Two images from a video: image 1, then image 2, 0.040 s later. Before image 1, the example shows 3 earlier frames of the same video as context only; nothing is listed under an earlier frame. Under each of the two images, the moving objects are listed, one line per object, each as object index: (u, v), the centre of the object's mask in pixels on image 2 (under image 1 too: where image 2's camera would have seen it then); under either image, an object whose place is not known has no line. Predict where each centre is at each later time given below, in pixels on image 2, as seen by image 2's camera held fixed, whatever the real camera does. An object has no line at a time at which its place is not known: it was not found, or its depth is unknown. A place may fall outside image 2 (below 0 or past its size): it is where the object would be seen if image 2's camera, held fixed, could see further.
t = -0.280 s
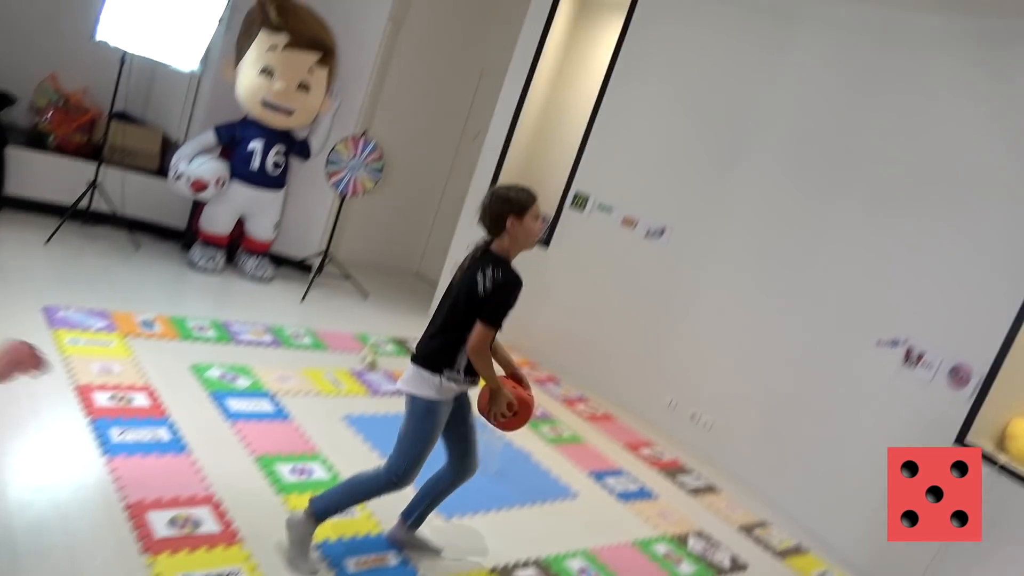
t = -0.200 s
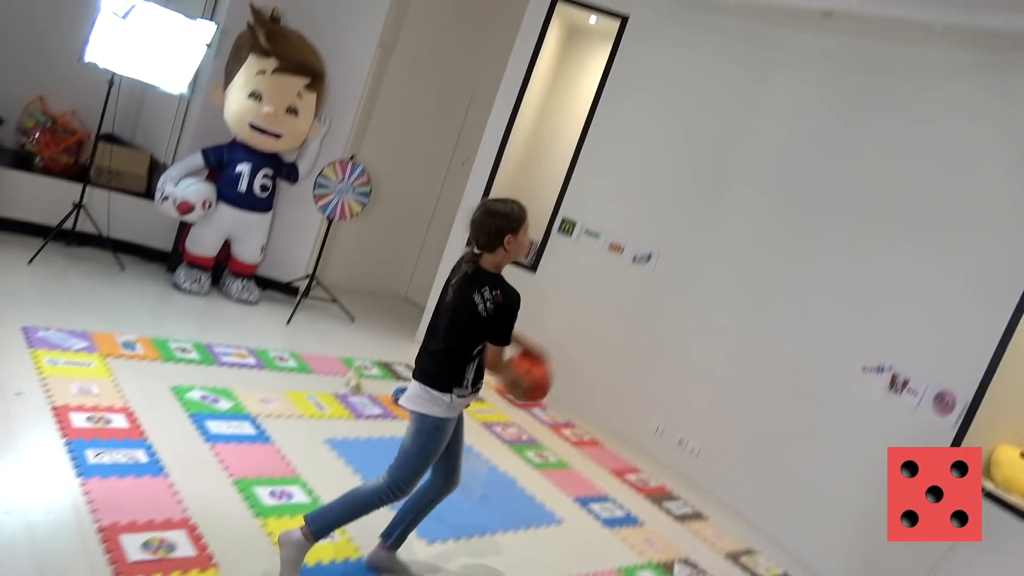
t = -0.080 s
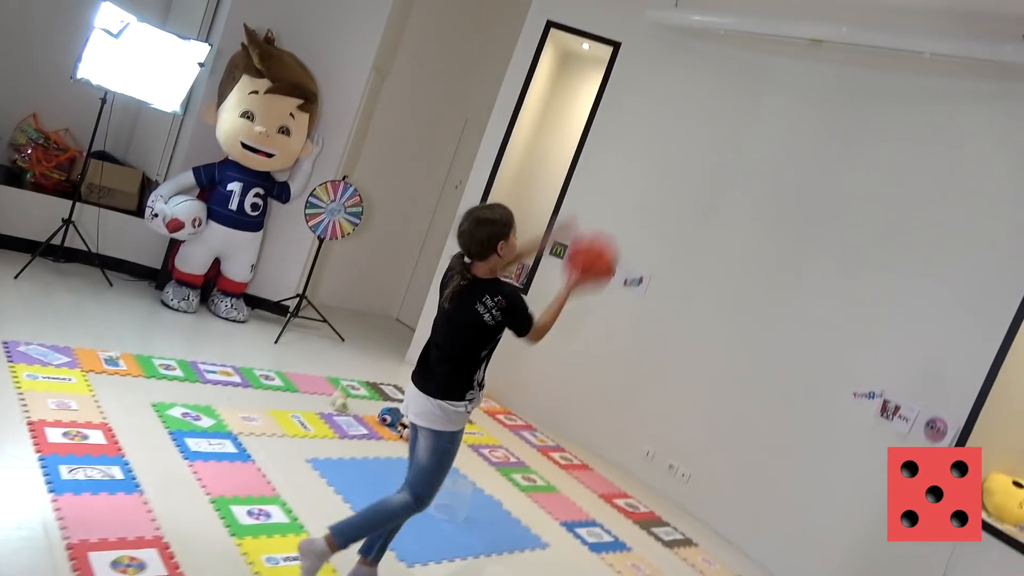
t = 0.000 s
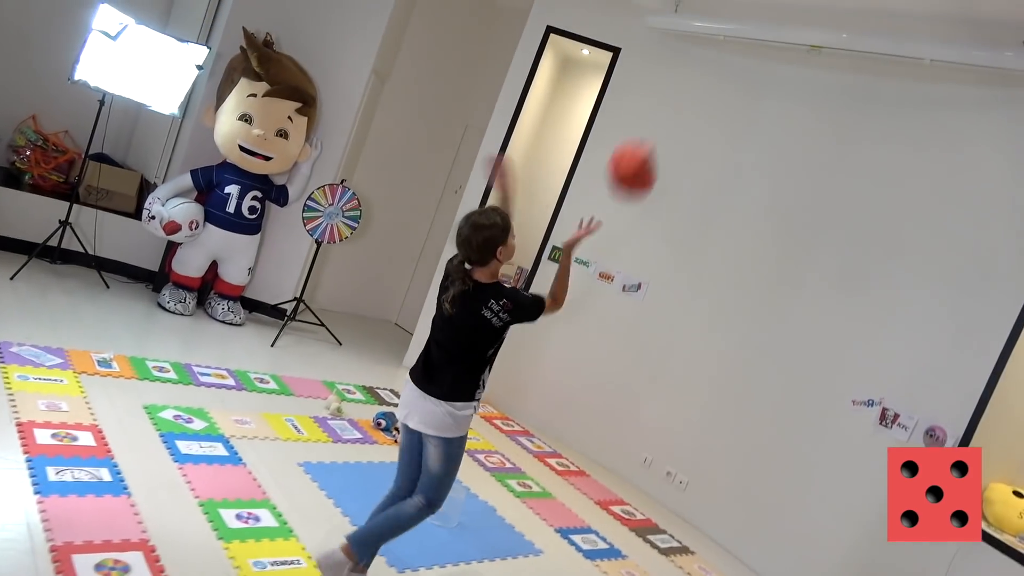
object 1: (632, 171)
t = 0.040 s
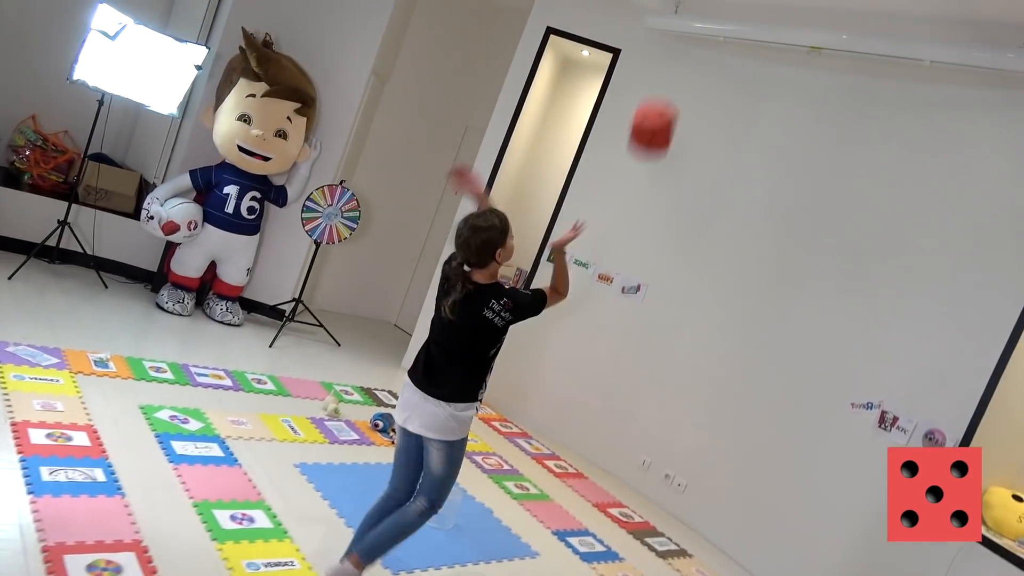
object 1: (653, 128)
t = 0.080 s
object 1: (673, 90)
